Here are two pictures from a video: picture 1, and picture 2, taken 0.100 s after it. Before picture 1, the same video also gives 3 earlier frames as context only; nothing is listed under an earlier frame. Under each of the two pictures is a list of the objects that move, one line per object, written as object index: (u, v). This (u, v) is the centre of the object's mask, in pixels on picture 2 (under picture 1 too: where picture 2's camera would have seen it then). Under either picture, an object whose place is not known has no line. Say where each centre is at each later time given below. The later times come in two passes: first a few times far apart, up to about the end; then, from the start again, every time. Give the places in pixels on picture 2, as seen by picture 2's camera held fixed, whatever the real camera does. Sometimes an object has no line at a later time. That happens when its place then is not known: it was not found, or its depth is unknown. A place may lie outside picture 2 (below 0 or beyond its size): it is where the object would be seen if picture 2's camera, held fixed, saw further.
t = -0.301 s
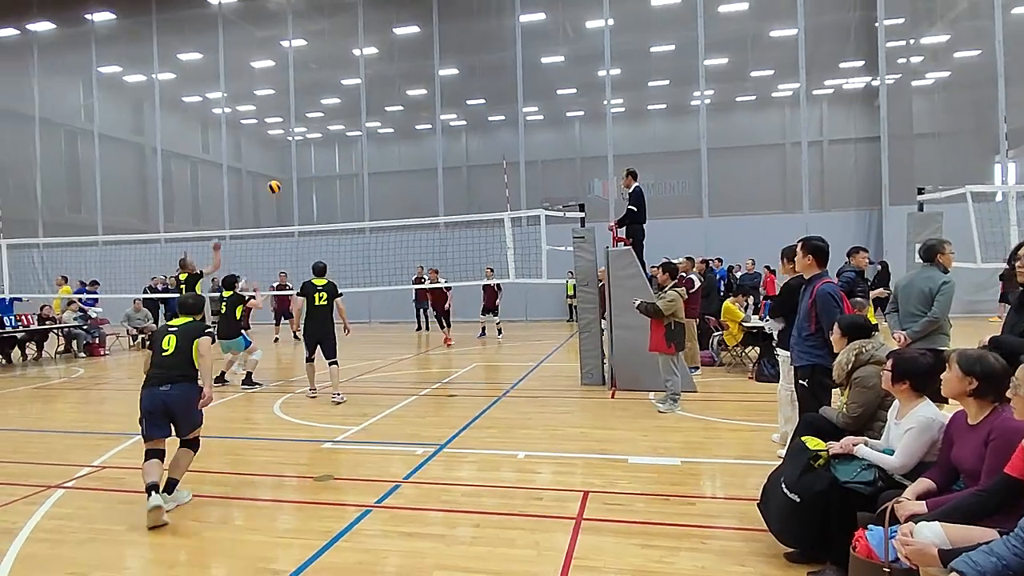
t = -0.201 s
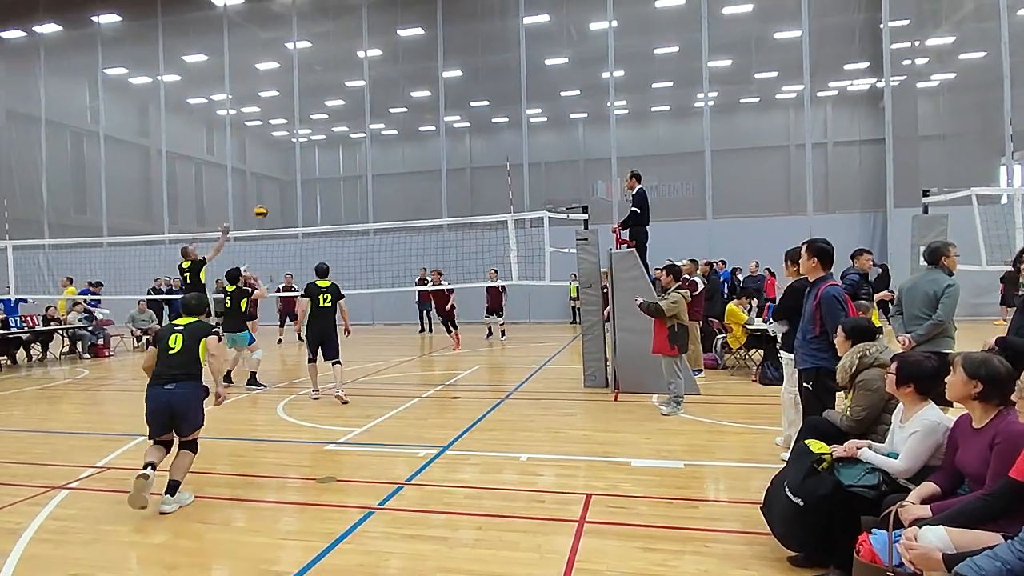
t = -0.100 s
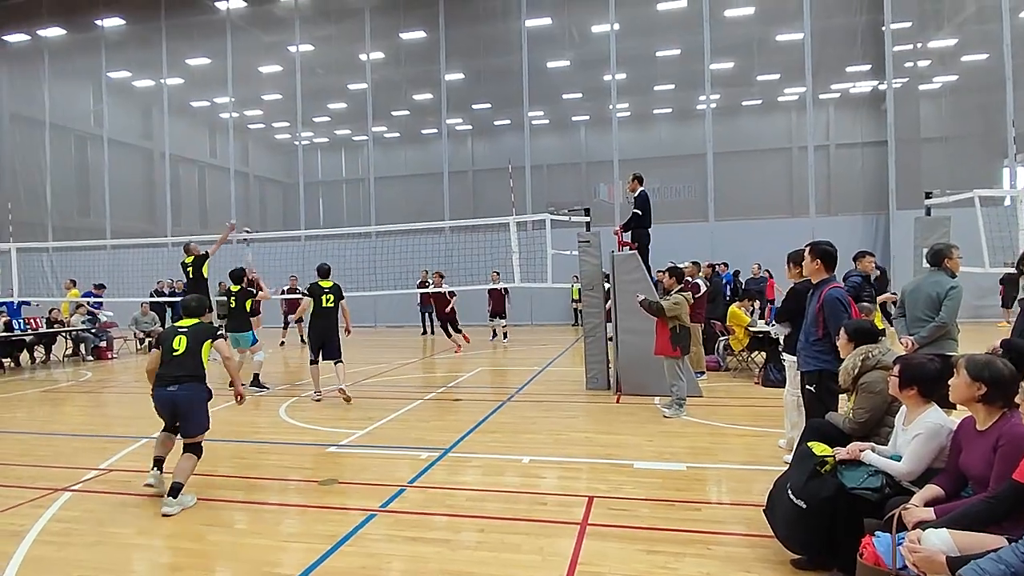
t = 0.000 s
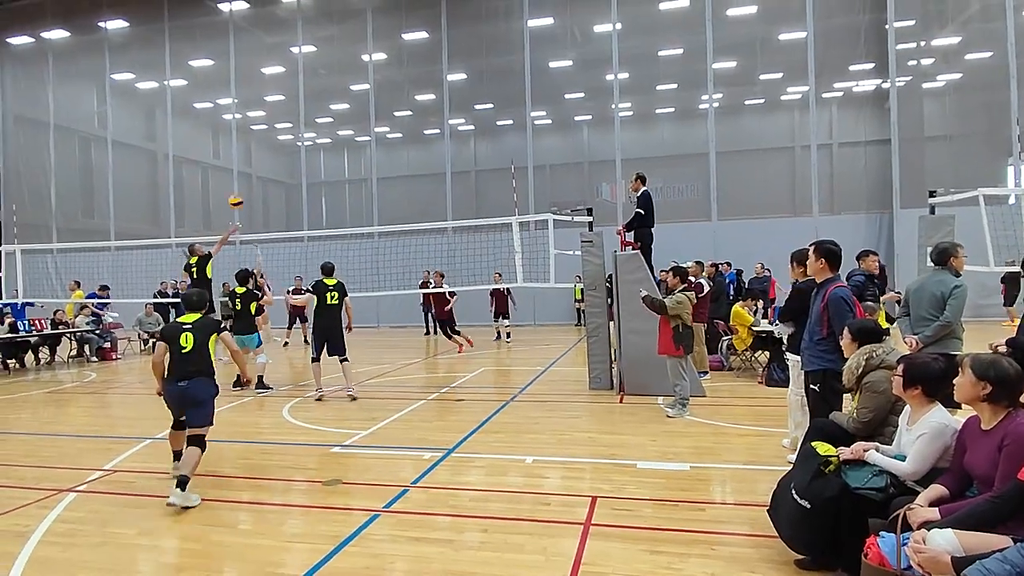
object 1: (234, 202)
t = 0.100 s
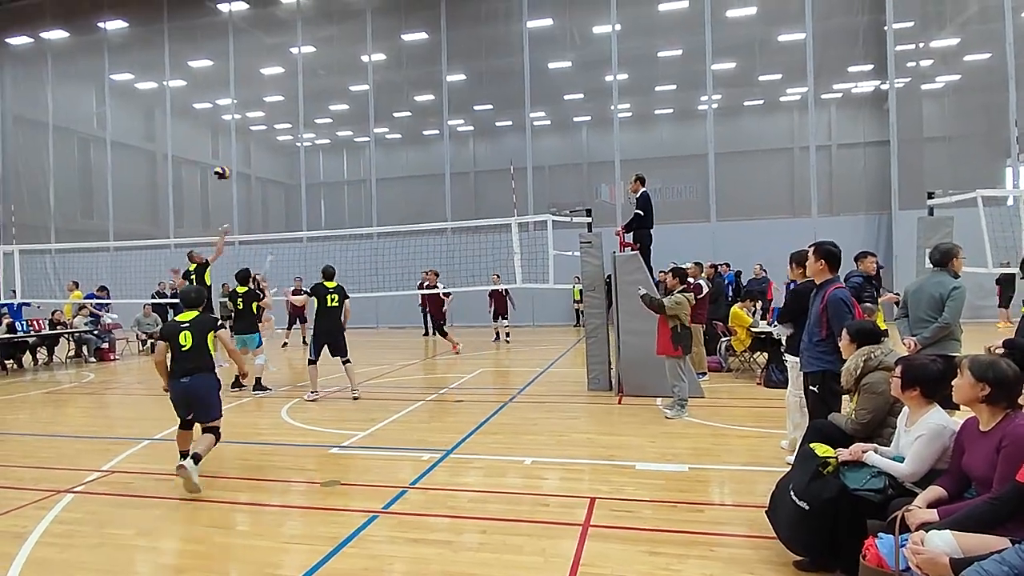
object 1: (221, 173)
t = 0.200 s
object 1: (207, 148)
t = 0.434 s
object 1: (171, 110)
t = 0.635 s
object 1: (133, 108)
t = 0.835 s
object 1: (88, 147)
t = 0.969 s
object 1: (54, 202)
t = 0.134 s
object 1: (217, 164)
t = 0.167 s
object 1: (212, 156)
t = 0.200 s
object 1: (207, 148)
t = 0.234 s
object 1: (203, 141)
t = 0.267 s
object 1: (198, 134)
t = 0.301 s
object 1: (193, 128)
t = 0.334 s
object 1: (187, 123)
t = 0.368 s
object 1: (182, 117)
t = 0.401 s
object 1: (176, 114)
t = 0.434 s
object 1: (171, 110)
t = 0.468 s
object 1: (165, 108)
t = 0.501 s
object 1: (159, 106)
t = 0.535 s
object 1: (152, 105)
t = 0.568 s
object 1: (146, 106)
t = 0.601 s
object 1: (140, 106)
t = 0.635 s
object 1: (133, 108)
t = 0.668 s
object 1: (126, 111)
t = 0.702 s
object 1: (119, 115)
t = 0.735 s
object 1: (112, 122)
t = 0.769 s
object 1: (105, 129)
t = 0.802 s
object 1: (96, 137)
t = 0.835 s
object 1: (88, 147)
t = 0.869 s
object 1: (79, 158)
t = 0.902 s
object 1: (72, 171)
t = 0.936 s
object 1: (63, 185)
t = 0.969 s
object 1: (54, 202)
